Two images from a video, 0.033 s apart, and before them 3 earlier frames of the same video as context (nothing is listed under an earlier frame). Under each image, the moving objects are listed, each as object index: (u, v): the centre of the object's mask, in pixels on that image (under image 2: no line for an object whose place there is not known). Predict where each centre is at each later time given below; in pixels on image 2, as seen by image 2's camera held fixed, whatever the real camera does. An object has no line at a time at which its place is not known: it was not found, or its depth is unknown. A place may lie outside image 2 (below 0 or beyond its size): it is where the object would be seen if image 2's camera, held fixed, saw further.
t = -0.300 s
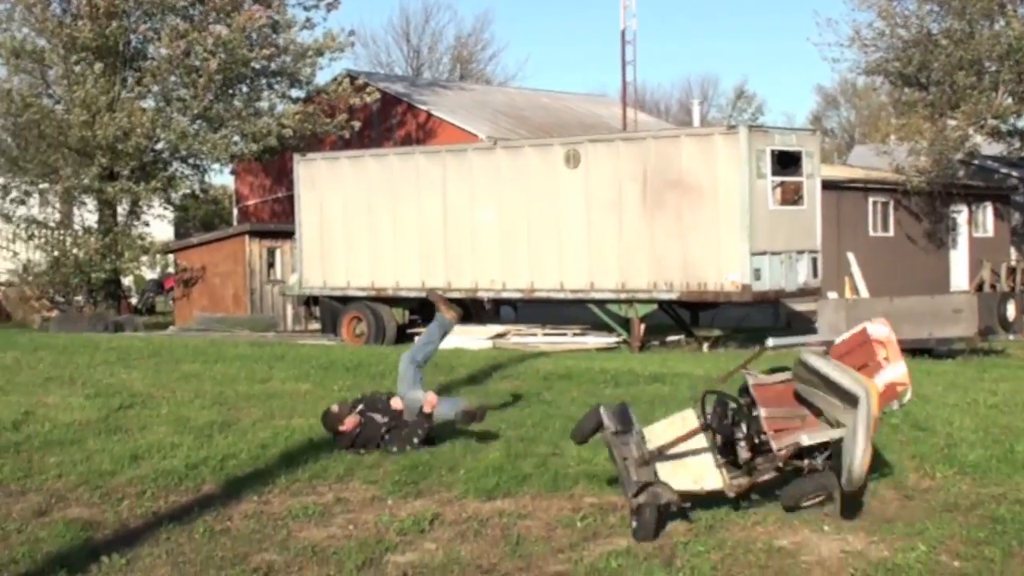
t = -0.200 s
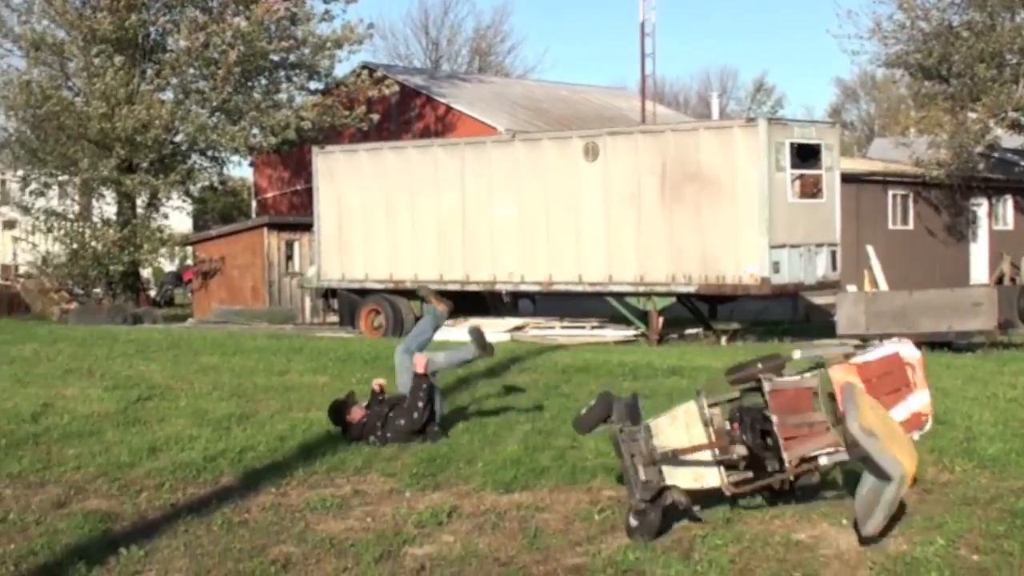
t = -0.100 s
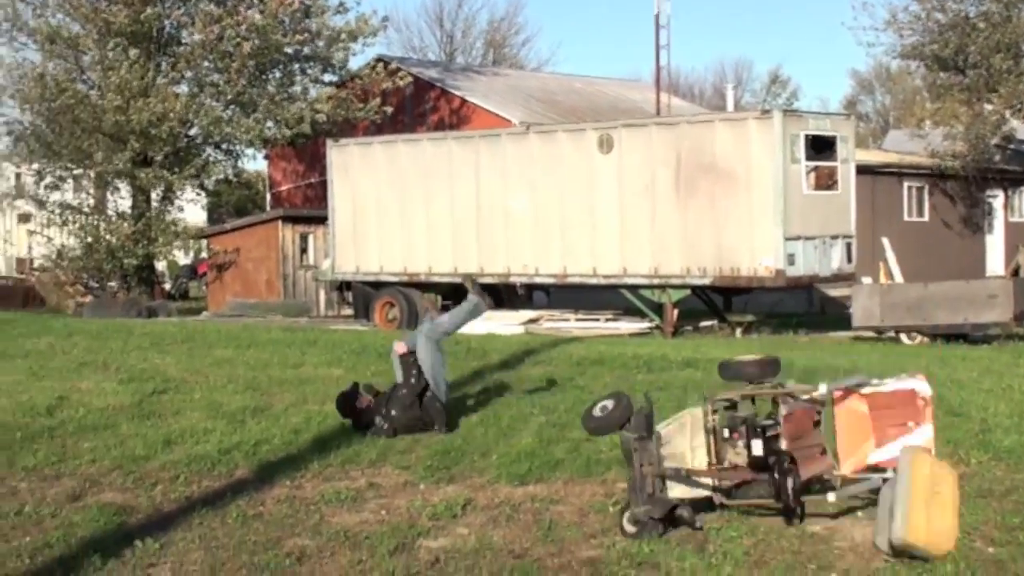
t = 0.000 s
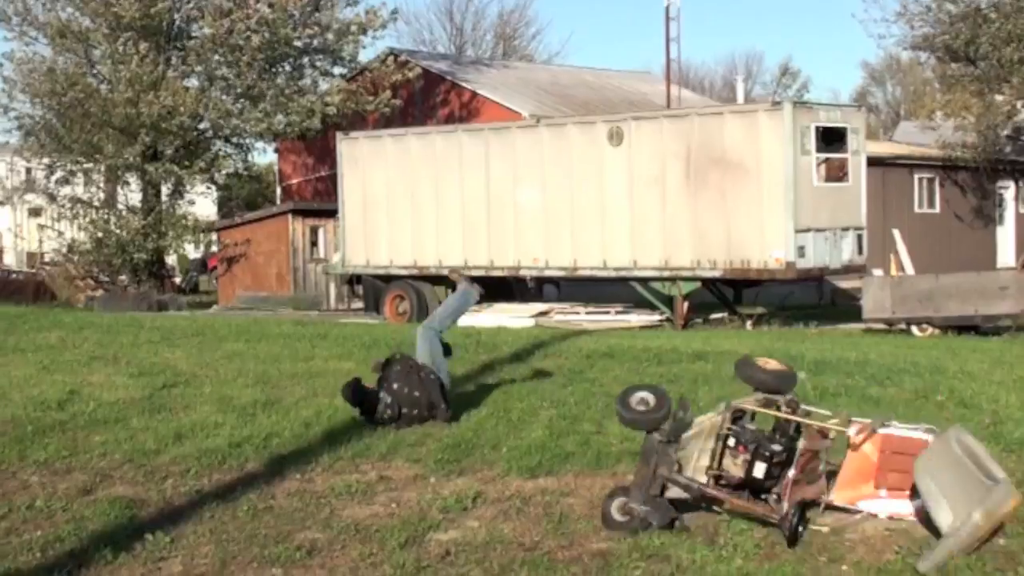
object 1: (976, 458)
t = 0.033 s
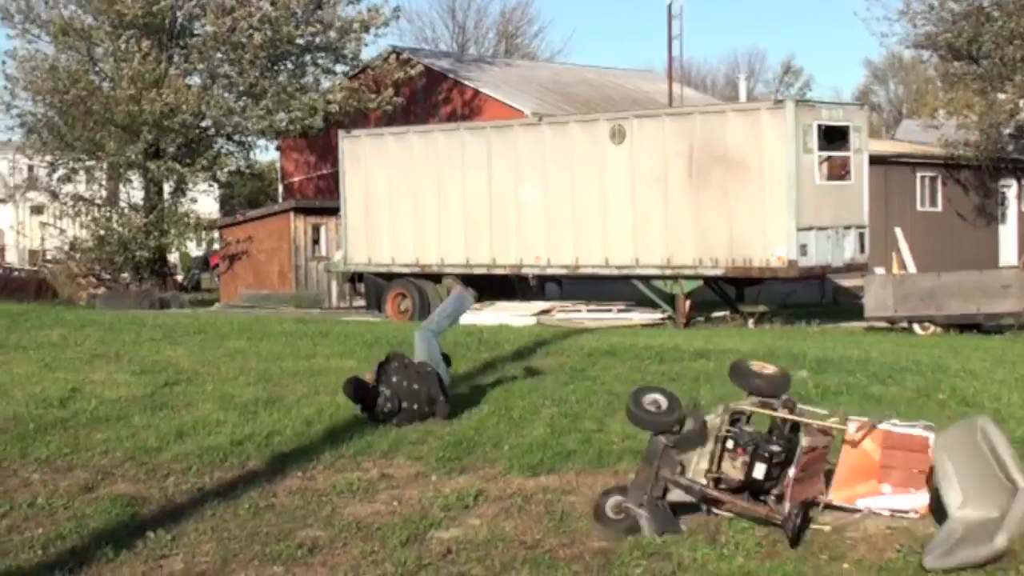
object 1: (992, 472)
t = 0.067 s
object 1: (997, 457)
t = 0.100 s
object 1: (1004, 455)
